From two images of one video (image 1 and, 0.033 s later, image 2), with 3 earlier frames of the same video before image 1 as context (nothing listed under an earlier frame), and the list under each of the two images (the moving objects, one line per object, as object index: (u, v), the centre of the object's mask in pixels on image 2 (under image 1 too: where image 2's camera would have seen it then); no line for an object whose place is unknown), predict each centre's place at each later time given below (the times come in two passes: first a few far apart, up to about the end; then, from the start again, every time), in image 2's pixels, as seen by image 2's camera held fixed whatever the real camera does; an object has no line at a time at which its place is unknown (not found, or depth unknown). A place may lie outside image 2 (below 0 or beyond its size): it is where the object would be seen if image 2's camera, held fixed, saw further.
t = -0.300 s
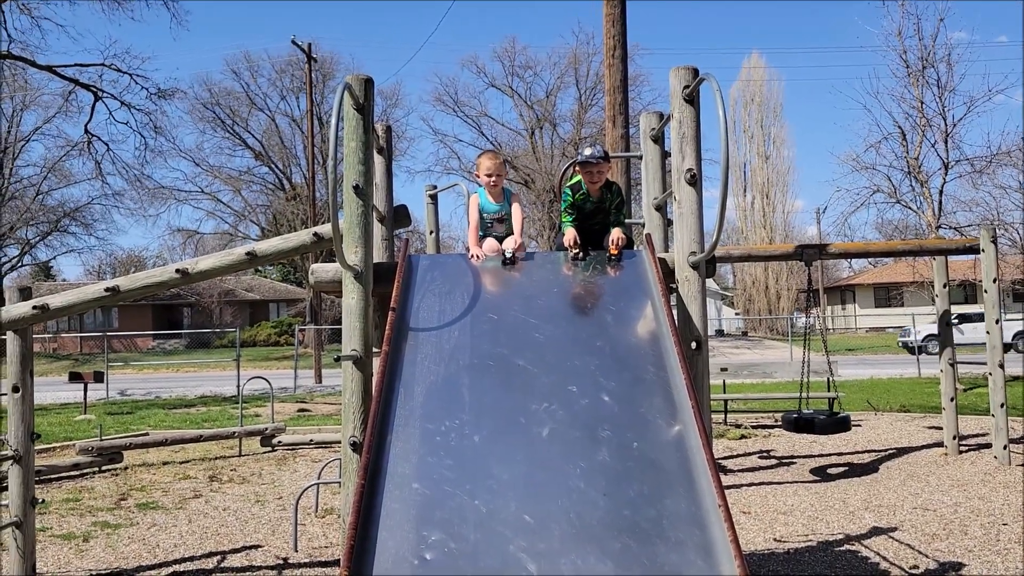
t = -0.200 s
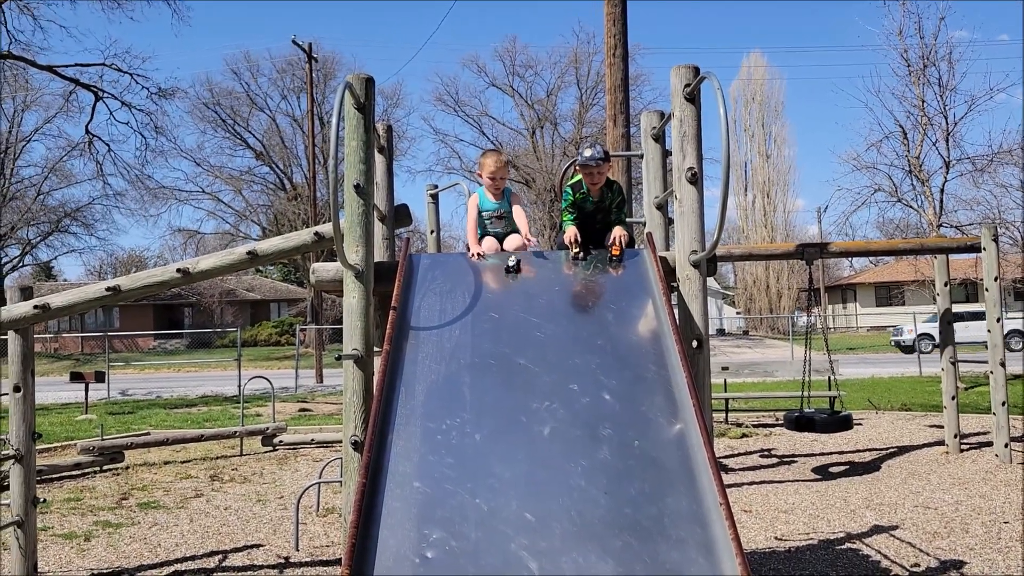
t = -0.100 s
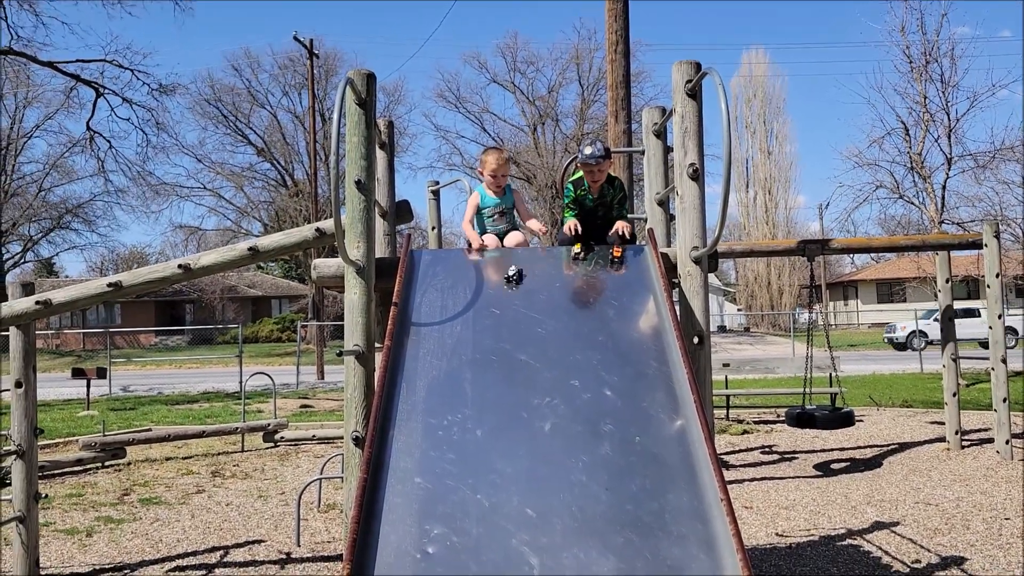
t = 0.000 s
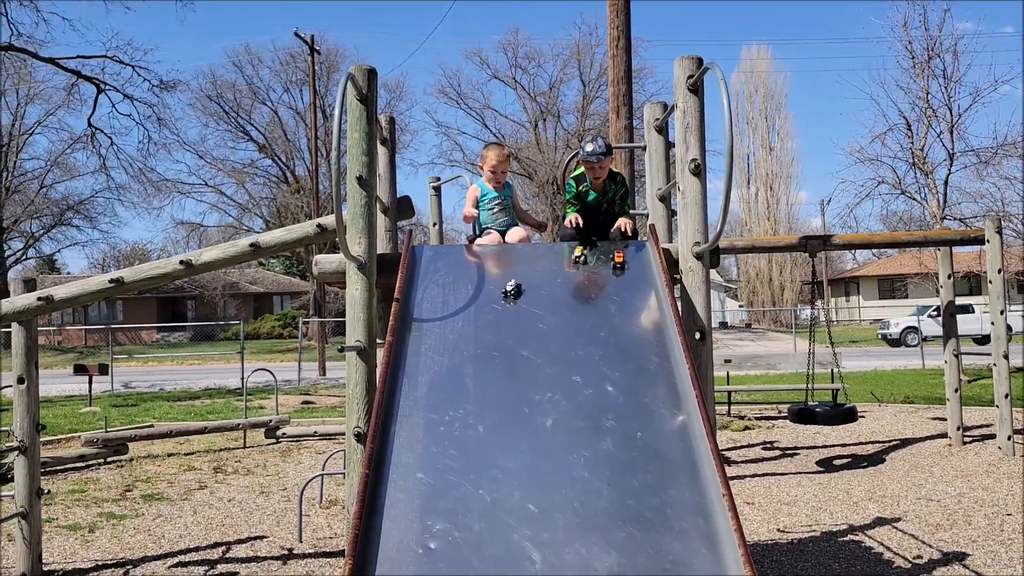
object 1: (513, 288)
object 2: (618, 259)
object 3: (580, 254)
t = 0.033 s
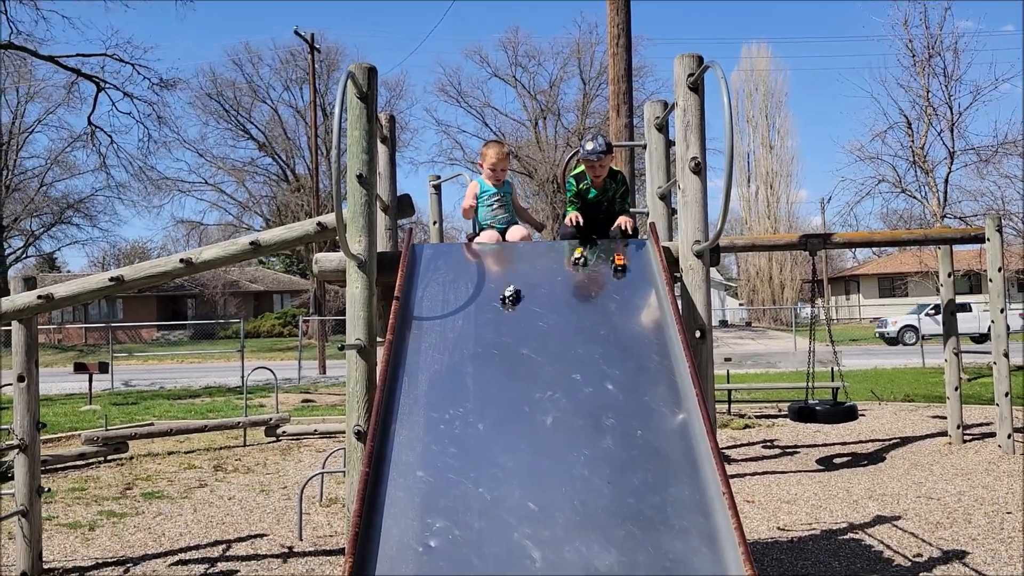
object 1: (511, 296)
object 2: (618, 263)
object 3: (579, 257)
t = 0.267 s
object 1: (489, 376)
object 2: (637, 310)
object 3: (571, 297)
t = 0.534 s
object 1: (425, 547)
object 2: (672, 394)
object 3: (547, 385)
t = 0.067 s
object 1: (509, 305)
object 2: (619, 268)
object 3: (579, 262)
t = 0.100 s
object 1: (507, 314)
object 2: (620, 274)
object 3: (578, 266)
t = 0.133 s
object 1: (504, 325)
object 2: (622, 280)
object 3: (577, 272)
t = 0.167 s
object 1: (501, 336)
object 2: (624, 286)
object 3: (575, 277)
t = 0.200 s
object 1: (498, 348)
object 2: (628, 293)
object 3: (574, 283)
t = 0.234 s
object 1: (494, 362)
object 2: (632, 302)
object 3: (573, 290)
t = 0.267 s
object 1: (489, 376)
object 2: (637, 310)
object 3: (571, 297)
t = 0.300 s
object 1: (484, 392)
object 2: (644, 319)
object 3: (569, 305)
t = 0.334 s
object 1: (479, 409)
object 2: (652, 328)
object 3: (567, 314)
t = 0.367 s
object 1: (472, 427)
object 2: (661, 339)
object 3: (564, 324)
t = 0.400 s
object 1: (465, 446)
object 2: (665, 346)
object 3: (562, 334)
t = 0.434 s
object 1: (457, 469)
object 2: (666, 356)
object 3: (559, 345)
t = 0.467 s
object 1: (448, 492)
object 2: (669, 368)
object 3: (555, 358)
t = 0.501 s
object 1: (438, 519)
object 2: (670, 382)
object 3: (551, 371)
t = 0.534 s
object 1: (425, 547)
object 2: (672, 394)
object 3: (547, 385)
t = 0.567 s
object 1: (412, 576)
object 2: (675, 410)
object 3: (542, 401)
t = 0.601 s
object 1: (398, 608)
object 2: (678, 426)
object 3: (537, 418)
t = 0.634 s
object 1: (382, 643)
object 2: (683, 439)
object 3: (530, 436)
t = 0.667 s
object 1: (362, 680)
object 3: (523, 456)
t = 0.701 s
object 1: (353, 711)
